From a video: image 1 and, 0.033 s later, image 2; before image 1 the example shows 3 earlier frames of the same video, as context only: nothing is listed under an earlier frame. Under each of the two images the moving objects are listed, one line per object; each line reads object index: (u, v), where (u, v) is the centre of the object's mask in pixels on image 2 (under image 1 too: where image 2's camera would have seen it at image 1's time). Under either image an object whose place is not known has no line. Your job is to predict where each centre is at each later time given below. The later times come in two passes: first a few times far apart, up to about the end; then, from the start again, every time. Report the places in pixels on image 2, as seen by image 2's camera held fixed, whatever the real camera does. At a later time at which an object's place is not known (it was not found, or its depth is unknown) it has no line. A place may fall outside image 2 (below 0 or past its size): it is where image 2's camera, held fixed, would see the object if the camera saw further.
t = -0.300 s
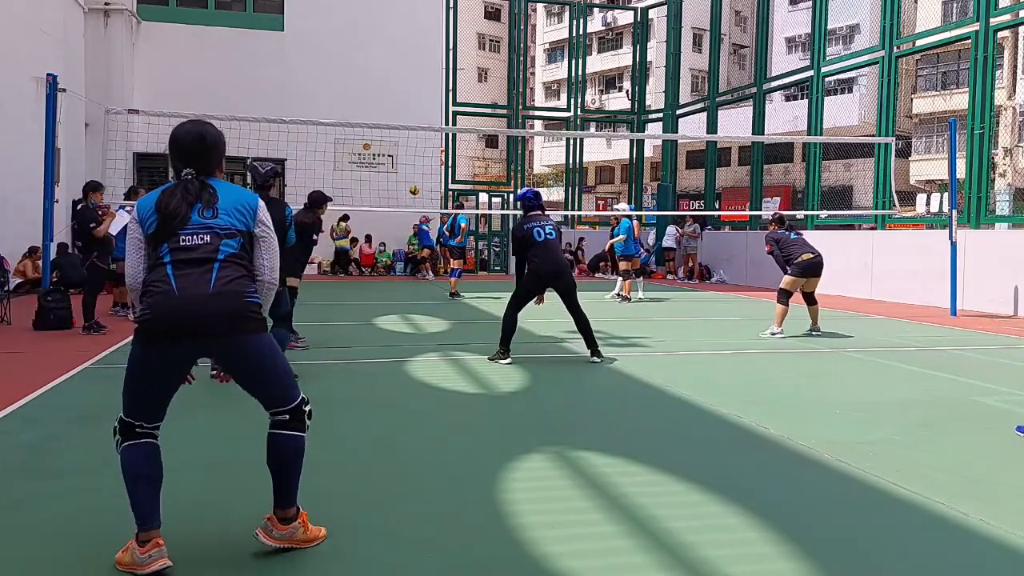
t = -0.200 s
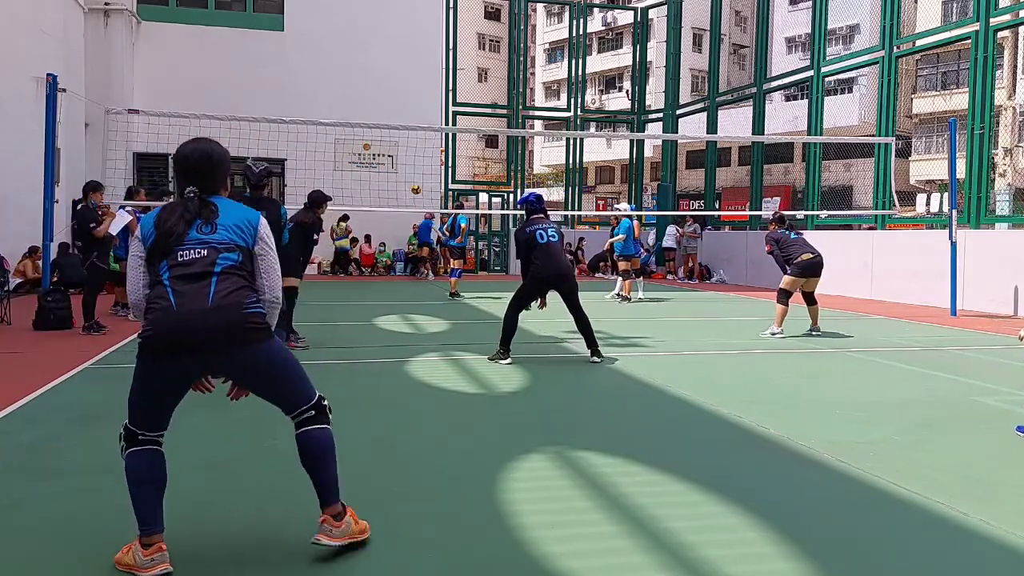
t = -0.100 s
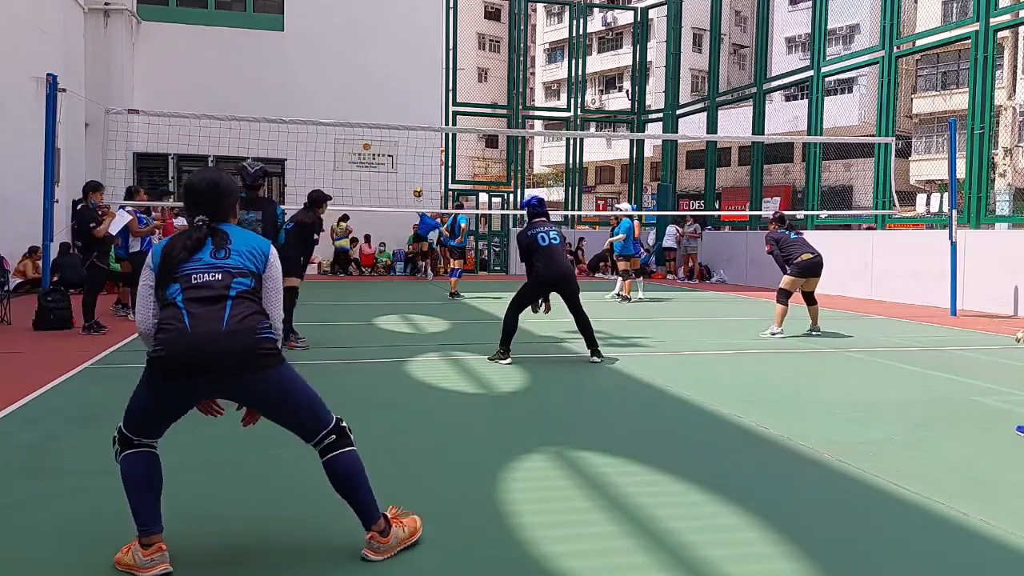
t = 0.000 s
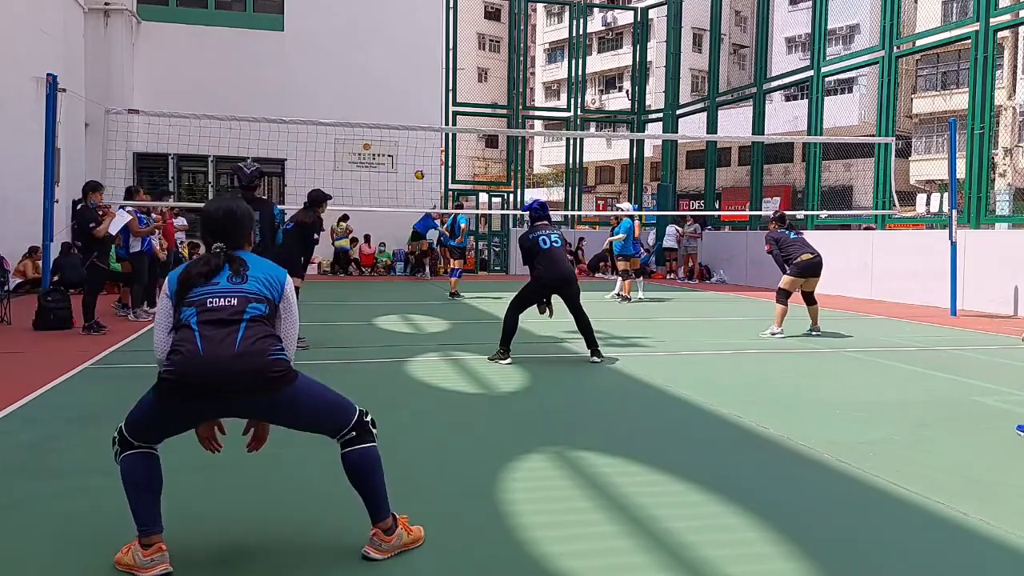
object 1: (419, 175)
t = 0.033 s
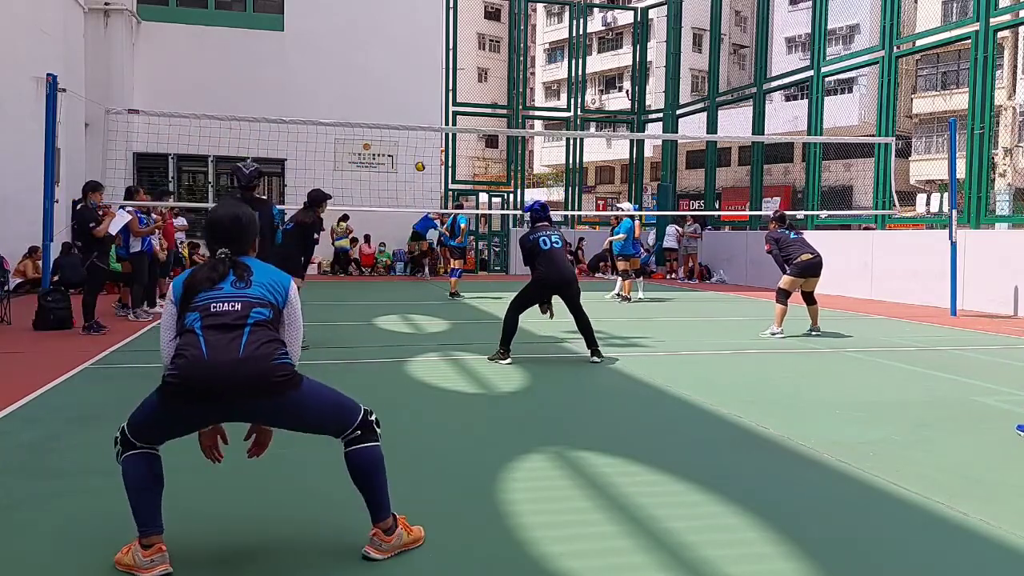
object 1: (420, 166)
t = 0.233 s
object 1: (422, 119)
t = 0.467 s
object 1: (424, 86)
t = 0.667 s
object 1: (435, 82)
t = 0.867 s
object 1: (467, 126)
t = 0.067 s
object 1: (420, 158)
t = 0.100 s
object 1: (420, 150)
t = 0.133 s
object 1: (421, 142)
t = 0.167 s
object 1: (421, 135)
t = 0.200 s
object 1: (421, 124)
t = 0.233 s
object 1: (422, 119)
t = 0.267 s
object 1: (422, 114)
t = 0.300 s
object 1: (422, 108)
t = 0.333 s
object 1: (422, 102)
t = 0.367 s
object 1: (422, 97)
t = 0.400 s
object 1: (423, 93)
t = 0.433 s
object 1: (423, 89)
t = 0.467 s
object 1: (424, 86)
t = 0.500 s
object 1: (425, 83)
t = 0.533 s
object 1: (426, 82)
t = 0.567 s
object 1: (428, 80)
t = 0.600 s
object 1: (430, 80)
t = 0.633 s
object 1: (432, 81)
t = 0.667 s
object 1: (435, 82)
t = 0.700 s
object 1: (439, 85)
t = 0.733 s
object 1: (444, 90)
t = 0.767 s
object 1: (449, 96)
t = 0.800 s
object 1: (454, 104)
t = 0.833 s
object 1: (461, 114)
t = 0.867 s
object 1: (467, 126)
